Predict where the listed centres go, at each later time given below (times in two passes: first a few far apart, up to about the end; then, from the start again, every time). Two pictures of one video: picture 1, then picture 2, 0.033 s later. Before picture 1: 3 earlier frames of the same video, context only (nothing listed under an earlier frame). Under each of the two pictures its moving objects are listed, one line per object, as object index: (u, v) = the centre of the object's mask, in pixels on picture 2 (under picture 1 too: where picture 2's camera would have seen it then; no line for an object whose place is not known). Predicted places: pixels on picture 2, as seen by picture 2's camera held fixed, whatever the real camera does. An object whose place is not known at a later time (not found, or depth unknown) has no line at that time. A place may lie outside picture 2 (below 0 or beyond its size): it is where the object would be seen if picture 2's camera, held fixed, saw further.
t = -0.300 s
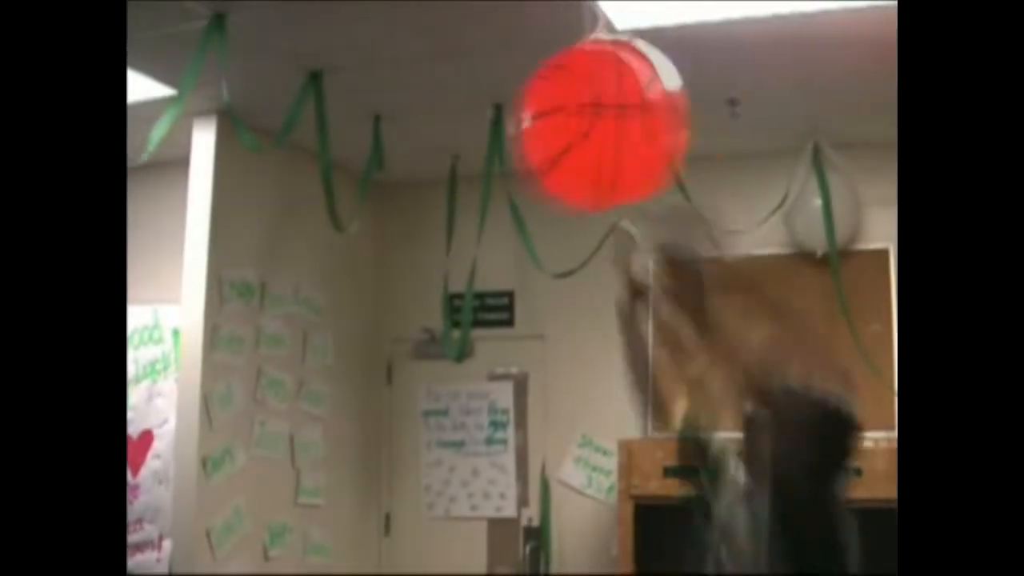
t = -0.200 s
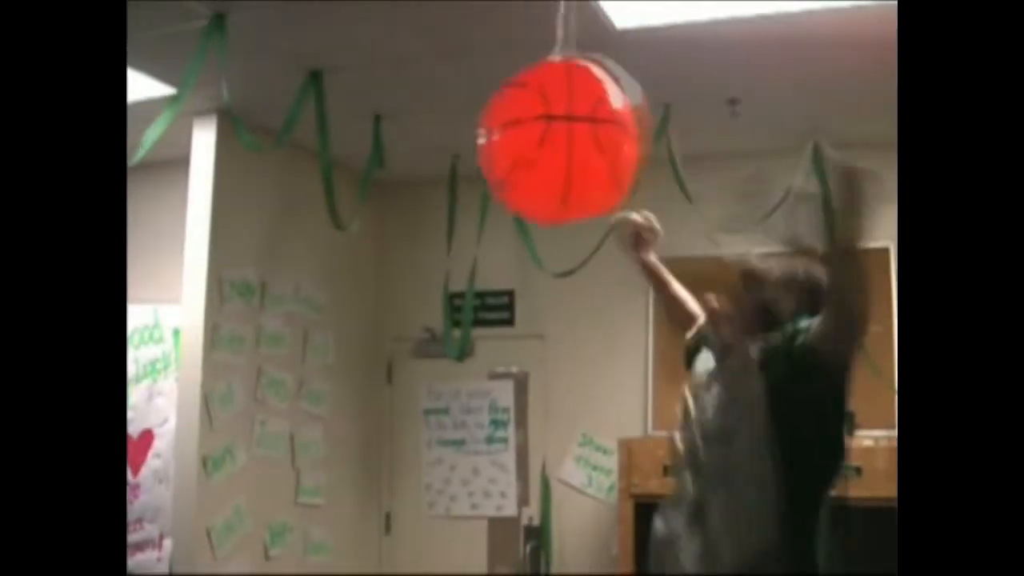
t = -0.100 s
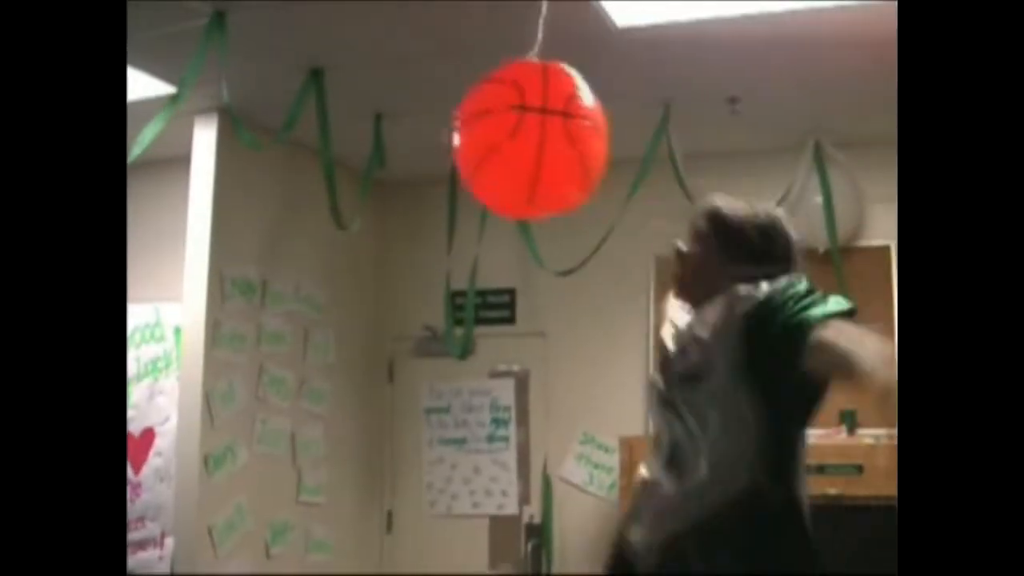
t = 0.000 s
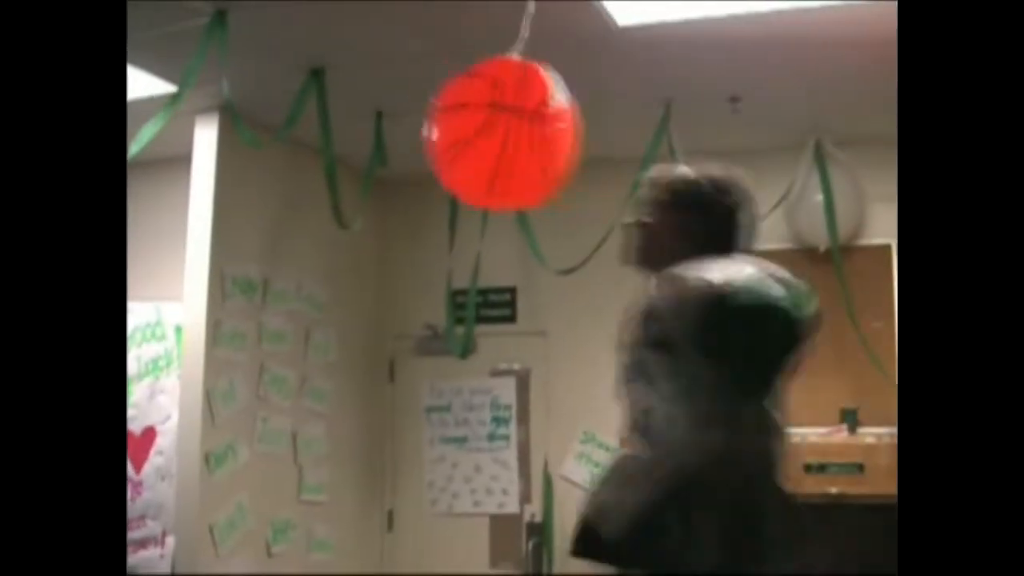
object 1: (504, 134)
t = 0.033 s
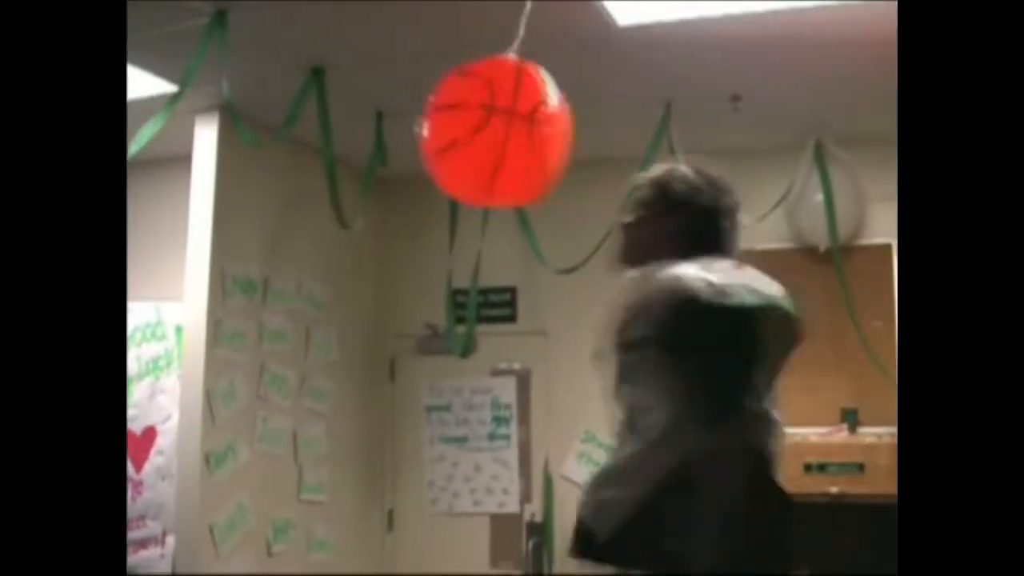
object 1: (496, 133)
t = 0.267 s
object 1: (464, 116)
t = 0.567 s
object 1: (465, 118)
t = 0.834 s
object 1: (508, 133)
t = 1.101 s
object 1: (593, 130)
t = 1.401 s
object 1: (679, 85)
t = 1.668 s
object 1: (713, 57)
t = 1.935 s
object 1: (691, 63)
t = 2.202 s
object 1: (620, 112)
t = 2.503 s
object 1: (533, 141)
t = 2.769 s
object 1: (487, 131)
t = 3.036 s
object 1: (476, 125)
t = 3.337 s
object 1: (507, 136)
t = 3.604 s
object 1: (569, 140)
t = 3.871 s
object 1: (640, 110)
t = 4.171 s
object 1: (686, 71)
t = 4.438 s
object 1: (674, 71)
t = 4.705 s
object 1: (629, 105)
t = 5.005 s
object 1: (557, 137)
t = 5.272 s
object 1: (509, 139)
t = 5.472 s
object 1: (497, 135)
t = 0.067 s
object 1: (488, 132)
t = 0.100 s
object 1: (481, 131)
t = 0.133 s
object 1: (476, 128)
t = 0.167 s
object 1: (472, 125)
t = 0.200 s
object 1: (469, 123)
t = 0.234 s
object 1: (466, 119)
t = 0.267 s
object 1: (464, 116)
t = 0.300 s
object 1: (463, 113)
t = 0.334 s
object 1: (462, 111)
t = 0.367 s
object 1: (461, 110)
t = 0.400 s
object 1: (461, 110)
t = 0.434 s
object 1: (461, 110)
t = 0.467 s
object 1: (461, 111)
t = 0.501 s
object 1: (462, 113)
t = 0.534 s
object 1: (463, 115)
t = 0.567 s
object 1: (465, 118)
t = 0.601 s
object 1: (468, 121)
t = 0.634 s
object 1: (471, 124)
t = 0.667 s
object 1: (475, 126)
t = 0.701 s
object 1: (480, 127)
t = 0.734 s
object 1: (486, 128)
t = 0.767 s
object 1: (494, 130)
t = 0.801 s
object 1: (501, 132)
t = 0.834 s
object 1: (508, 133)
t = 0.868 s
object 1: (517, 135)
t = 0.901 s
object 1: (524, 138)
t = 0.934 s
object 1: (536, 140)
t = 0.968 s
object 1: (547, 141)
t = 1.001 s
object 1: (558, 140)
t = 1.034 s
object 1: (570, 137)
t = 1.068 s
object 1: (580, 135)
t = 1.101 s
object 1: (593, 130)
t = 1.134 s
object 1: (604, 124)
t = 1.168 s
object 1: (616, 119)
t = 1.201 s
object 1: (626, 115)
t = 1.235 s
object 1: (635, 112)
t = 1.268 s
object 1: (647, 107)
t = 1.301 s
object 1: (657, 102)
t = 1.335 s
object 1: (665, 96)
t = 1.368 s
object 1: (672, 91)
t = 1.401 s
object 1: (679, 85)
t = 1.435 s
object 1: (686, 78)
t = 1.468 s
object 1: (692, 72)
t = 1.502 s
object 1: (697, 67)
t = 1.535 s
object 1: (701, 64)
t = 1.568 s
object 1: (705, 60)
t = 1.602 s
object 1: (709, 58)
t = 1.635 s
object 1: (711, 57)
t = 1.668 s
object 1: (713, 57)
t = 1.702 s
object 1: (714, 56)
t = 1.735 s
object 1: (714, 56)
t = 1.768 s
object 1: (712, 57)
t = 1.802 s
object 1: (710, 57)
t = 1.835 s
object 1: (707, 58)
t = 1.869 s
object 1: (703, 59)
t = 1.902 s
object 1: (697, 60)
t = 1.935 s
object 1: (691, 63)
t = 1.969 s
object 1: (684, 67)
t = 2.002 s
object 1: (677, 73)
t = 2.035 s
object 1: (669, 79)
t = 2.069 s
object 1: (660, 87)
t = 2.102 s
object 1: (650, 95)
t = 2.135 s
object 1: (643, 100)
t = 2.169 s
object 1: (631, 107)
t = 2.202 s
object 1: (620, 112)
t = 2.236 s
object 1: (610, 117)
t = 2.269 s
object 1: (598, 122)
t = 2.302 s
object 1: (589, 125)
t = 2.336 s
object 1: (579, 129)
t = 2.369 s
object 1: (570, 133)
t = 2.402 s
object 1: (559, 137)
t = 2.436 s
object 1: (548, 140)
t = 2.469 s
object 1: (541, 141)
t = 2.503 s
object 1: (533, 141)
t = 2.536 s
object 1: (526, 140)
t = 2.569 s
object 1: (519, 139)
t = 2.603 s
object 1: (512, 137)
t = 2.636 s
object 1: (506, 136)
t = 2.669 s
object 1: (501, 135)
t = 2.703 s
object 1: (496, 134)
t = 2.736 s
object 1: (491, 132)
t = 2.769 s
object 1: (487, 131)
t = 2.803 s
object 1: (484, 130)
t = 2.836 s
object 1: (481, 129)
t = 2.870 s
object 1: (479, 128)
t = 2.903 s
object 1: (477, 127)
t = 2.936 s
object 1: (476, 126)
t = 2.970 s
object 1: (475, 126)
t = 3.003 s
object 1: (475, 125)
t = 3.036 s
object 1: (476, 125)
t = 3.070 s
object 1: (477, 126)
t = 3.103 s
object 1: (479, 127)
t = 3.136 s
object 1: (481, 128)
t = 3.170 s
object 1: (483, 130)
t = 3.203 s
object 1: (486, 131)
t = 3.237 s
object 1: (490, 133)
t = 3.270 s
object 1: (495, 134)
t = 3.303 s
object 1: (501, 135)
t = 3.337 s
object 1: (507, 136)
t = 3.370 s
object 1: (513, 137)
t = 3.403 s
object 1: (519, 139)
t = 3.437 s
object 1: (528, 140)
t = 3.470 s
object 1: (535, 141)
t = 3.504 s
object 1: (543, 142)
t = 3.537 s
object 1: (552, 141)
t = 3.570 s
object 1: (559, 141)
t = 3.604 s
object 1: (569, 140)
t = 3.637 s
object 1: (578, 137)
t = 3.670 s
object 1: (586, 133)
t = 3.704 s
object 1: (595, 129)
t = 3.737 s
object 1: (603, 128)
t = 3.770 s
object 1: (613, 123)
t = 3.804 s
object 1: (623, 118)
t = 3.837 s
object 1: (632, 114)
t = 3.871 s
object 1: (640, 110)
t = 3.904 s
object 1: (647, 107)
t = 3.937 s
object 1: (655, 101)
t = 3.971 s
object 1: (662, 95)
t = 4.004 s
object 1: (668, 89)
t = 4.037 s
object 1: (673, 85)
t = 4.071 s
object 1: (677, 81)
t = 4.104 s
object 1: (681, 77)
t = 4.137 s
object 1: (684, 73)
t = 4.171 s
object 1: (686, 71)
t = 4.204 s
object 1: (687, 70)
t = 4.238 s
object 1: (688, 68)
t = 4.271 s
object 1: (688, 68)
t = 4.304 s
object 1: (686, 68)
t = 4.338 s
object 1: (685, 68)
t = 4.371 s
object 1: (682, 68)
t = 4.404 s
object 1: (678, 69)
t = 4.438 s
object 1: (674, 71)
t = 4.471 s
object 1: (670, 73)
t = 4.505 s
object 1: (665, 77)
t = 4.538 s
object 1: (661, 81)
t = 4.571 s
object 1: (655, 86)
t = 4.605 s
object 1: (649, 91)
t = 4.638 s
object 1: (643, 96)
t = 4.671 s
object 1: (636, 100)
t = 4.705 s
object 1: (629, 105)
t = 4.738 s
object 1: (622, 110)
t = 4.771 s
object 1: (612, 114)
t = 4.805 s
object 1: (603, 119)
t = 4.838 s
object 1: (597, 121)
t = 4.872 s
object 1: (590, 125)
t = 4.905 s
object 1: (581, 130)
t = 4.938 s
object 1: (571, 133)
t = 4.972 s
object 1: (564, 135)
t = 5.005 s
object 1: (557, 137)
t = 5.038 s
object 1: (548, 139)
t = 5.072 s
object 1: (541, 140)
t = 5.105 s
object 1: (534, 141)
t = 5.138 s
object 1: (529, 140)
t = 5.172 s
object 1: (523, 140)
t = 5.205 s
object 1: (518, 140)
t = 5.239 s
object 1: (514, 139)
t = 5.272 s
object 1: (509, 139)
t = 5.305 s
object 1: (506, 139)
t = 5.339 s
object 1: (504, 138)
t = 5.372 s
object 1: (502, 138)
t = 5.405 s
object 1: (499, 137)
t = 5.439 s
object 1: (498, 136)
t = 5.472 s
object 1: (497, 135)
